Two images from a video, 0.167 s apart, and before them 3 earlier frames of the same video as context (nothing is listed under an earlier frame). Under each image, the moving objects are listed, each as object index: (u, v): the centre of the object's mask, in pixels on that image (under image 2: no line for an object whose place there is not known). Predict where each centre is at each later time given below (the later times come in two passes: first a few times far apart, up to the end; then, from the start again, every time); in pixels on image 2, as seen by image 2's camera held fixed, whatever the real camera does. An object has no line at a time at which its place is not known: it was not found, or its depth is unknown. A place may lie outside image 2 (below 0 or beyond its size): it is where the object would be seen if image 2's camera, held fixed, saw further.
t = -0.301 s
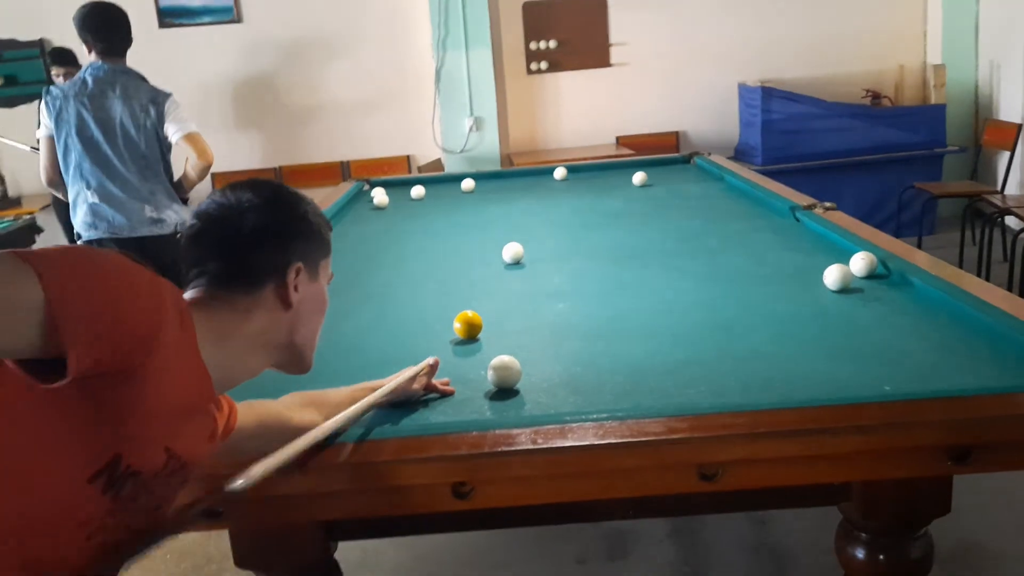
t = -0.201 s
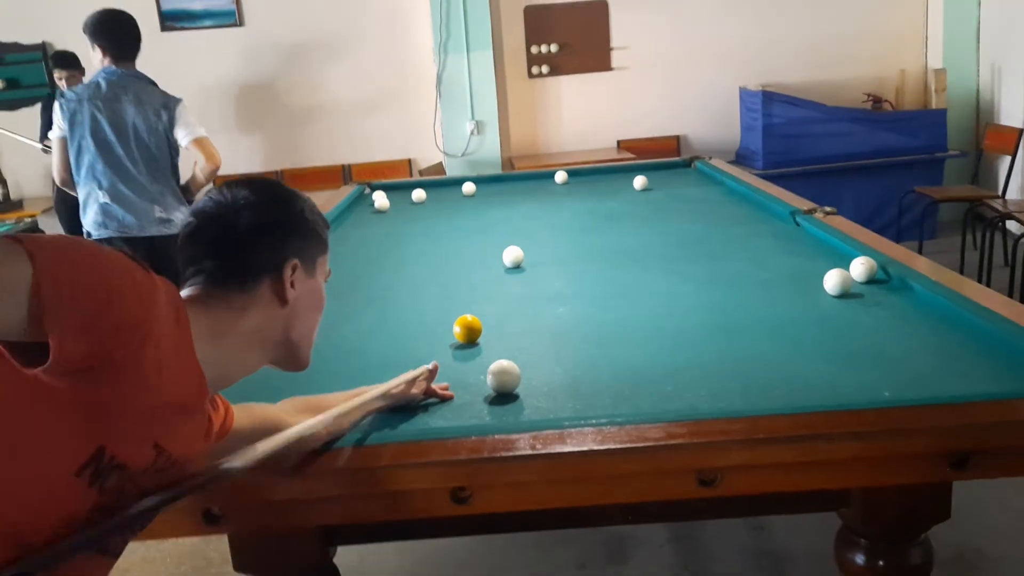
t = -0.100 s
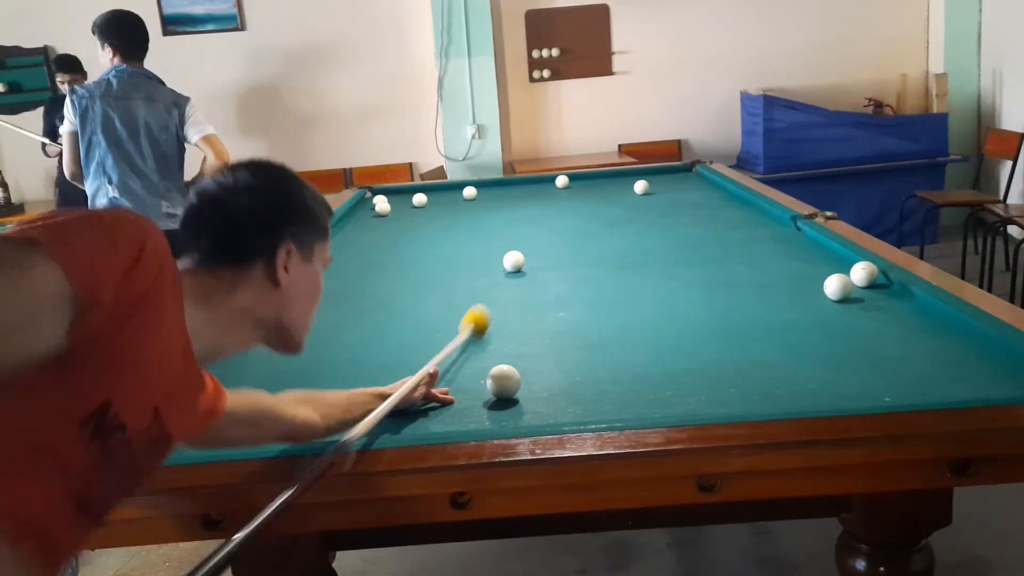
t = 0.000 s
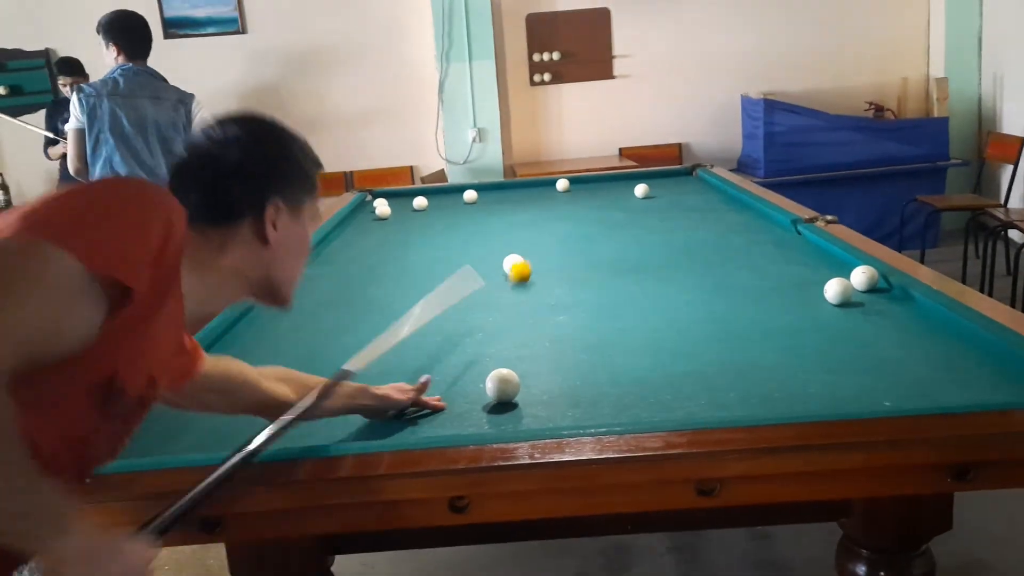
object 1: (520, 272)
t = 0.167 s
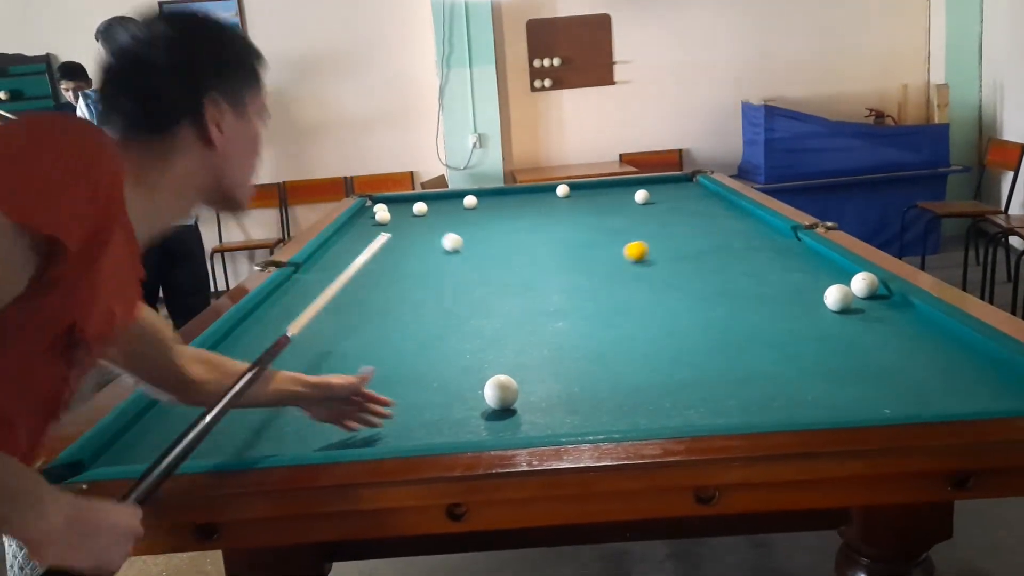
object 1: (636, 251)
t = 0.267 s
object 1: (689, 241)
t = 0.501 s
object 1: (747, 225)
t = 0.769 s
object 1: (658, 223)
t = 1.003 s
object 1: (592, 222)
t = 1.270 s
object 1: (525, 221)
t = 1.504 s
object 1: (471, 221)
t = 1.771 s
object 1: (415, 220)
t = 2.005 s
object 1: (370, 219)
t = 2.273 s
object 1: (377, 215)
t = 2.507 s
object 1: (402, 212)
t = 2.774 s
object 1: (428, 209)
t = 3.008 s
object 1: (449, 206)
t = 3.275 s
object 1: (471, 204)
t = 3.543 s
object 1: (492, 201)
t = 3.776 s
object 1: (509, 199)
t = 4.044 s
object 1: (527, 197)
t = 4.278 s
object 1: (542, 195)
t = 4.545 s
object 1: (557, 194)
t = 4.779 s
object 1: (571, 192)
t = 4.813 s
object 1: (574, 192)
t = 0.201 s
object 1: (654, 248)
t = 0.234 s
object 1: (672, 244)
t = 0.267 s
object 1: (689, 241)
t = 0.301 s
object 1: (706, 238)
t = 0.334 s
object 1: (722, 234)
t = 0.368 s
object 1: (739, 232)
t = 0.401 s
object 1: (754, 228)
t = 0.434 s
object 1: (769, 225)
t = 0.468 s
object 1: (762, 224)
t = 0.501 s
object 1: (747, 225)
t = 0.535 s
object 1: (733, 224)
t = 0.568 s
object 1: (720, 224)
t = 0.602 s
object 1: (709, 224)
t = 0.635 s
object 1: (699, 224)
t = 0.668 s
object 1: (689, 224)
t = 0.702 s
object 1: (679, 224)
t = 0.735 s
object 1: (668, 224)
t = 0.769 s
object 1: (658, 223)
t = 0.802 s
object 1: (649, 223)
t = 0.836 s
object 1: (639, 223)
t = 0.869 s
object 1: (629, 223)
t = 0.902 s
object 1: (620, 223)
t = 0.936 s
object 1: (611, 223)
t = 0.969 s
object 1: (602, 222)
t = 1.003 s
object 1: (592, 222)
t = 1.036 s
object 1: (584, 221)
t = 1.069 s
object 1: (576, 221)
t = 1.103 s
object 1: (567, 221)
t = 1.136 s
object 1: (558, 221)
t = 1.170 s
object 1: (550, 221)
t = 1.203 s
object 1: (541, 221)
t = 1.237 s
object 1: (533, 221)
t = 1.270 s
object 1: (525, 221)
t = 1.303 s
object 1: (517, 221)
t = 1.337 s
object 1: (509, 221)
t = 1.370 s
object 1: (501, 221)
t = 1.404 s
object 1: (494, 221)
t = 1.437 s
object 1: (486, 221)
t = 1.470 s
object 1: (479, 221)
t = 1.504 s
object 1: (471, 221)
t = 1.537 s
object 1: (464, 221)
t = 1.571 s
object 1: (457, 221)
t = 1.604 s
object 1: (449, 220)
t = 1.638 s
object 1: (442, 220)
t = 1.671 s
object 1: (435, 220)
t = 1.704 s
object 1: (428, 220)
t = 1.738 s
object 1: (421, 220)
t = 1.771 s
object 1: (415, 220)
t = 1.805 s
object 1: (409, 219)
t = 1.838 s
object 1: (401, 220)
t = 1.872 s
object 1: (395, 219)
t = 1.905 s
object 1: (389, 219)
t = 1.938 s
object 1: (382, 219)
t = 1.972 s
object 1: (376, 218)
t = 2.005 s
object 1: (370, 219)
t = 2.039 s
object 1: (363, 219)
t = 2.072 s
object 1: (357, 218)
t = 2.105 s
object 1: (358, 217)
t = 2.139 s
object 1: (363, 217)
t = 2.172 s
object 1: (367, 217)
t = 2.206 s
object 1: (370, 216)
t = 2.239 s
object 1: (374, 216)
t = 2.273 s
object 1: (377, 215)
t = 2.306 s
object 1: (381, 215)
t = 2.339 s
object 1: (385, 214)
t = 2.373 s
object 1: (388, 214)
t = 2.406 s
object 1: (392, 214)
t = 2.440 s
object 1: (395, 213)
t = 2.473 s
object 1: (399, 213)
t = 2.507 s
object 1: (402, 212)
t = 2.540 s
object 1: (405, 212)
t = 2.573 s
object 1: (408, 212)
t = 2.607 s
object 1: (412, 211)
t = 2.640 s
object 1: (415, 211)
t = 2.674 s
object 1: (418, 210)
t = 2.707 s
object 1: (422, 210)
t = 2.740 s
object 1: (425, 209)
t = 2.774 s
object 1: (428, 209)
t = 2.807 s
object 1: (431, 209)
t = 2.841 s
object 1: (434, 208)
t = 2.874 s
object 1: (437, 208)
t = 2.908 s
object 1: (440, 207)
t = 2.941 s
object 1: (443, 207)
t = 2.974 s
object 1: (446, 207)
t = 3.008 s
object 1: (449, 206)
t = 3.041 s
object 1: (452, 206)
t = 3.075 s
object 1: (455, 206)
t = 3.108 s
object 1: (458, 205)
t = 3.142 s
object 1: (460, 205)
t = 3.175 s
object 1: (463, 205)
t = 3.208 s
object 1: (466, 204)
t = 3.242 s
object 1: (468, 204)
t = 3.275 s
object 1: (471, 204)
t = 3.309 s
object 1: (474, 203)
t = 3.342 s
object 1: (477, 203)
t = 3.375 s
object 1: (479, 203)
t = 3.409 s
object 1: (482, 202)
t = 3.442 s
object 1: (485, 202)
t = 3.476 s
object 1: (487, 202)
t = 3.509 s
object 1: (490, 201)
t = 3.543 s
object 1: (492, 201)
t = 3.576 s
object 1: (495, 201)
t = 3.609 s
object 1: (497, 201)
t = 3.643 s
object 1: (499, 200)
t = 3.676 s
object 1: (502, 200)
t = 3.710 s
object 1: (504, 200)
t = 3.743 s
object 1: (507, 199)
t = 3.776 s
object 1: (509, 199)
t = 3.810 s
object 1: (511, 199)
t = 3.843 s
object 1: (514, 198)
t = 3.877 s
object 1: (516, 198)
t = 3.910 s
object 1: (518, 198)
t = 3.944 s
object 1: (521, 198)
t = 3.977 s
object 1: (523, 197)
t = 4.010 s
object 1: (525, 197)
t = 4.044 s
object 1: (527, 197)
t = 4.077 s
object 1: (529, 197)
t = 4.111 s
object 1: (532, 196)
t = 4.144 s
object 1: (534, 196)
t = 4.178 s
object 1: (536, 196)
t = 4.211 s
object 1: (538, 196)
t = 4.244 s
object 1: (540, 195)
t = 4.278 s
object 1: (542, 195)
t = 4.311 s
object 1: (544, 195)
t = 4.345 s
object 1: (546, 195)
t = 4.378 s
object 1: (548, 195)
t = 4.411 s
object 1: (549, 194)
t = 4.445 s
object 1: (551, 194)
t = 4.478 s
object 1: (553, 194)
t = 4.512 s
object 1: (555, 194)
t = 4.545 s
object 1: (557, 194)
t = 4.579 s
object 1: (560, 193)
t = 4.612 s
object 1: (562, 192)
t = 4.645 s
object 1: (563, 192)
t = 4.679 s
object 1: (566, 192)
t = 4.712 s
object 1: (568, 192)
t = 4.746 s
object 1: (570, 192)
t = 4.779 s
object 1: (571, 192)
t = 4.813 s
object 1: (574, 192)
